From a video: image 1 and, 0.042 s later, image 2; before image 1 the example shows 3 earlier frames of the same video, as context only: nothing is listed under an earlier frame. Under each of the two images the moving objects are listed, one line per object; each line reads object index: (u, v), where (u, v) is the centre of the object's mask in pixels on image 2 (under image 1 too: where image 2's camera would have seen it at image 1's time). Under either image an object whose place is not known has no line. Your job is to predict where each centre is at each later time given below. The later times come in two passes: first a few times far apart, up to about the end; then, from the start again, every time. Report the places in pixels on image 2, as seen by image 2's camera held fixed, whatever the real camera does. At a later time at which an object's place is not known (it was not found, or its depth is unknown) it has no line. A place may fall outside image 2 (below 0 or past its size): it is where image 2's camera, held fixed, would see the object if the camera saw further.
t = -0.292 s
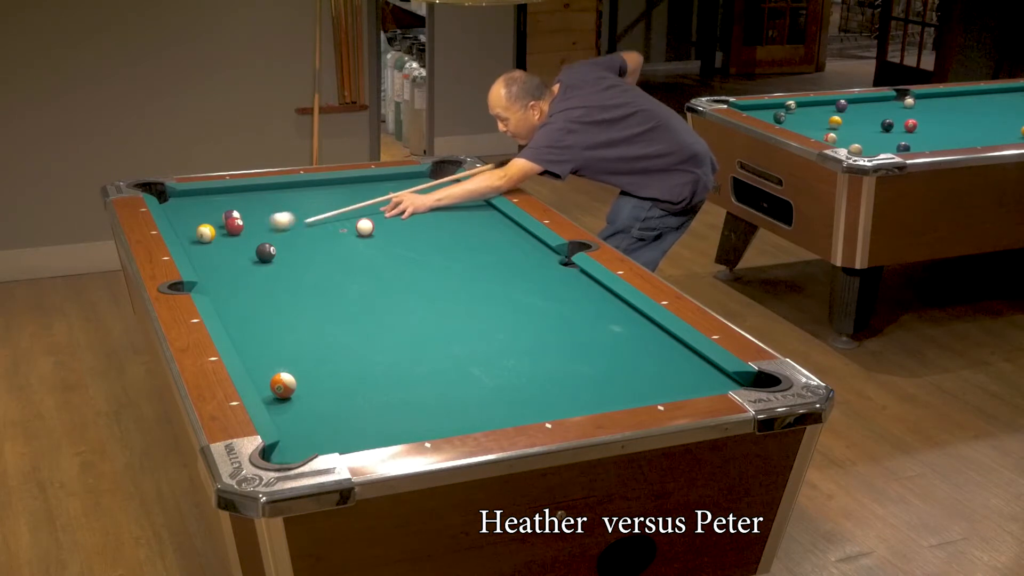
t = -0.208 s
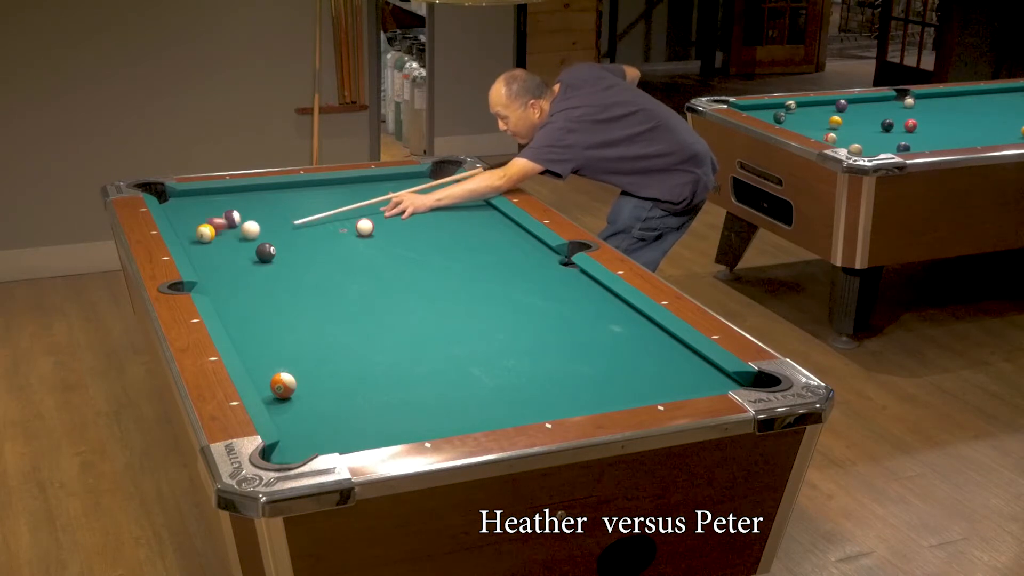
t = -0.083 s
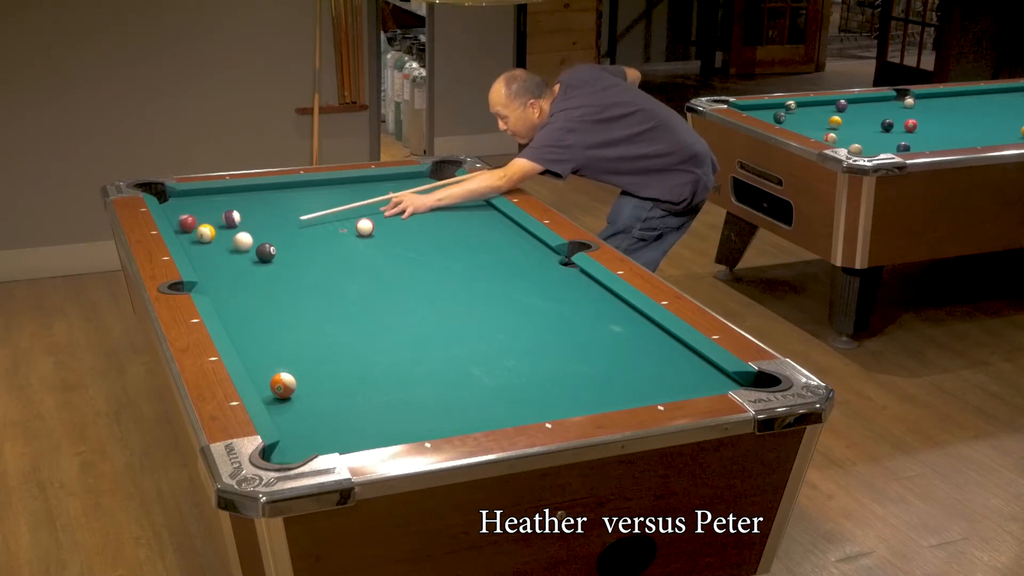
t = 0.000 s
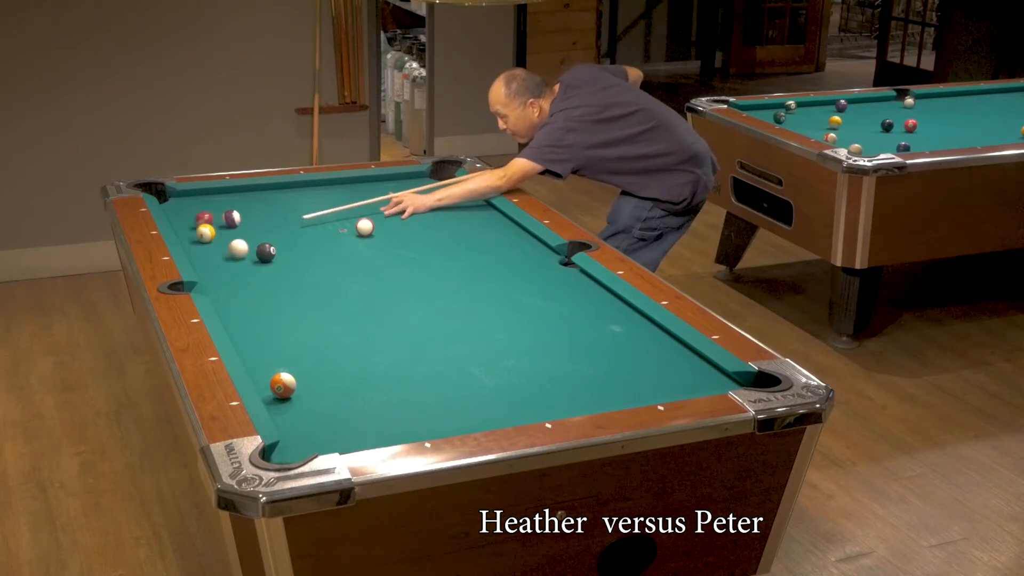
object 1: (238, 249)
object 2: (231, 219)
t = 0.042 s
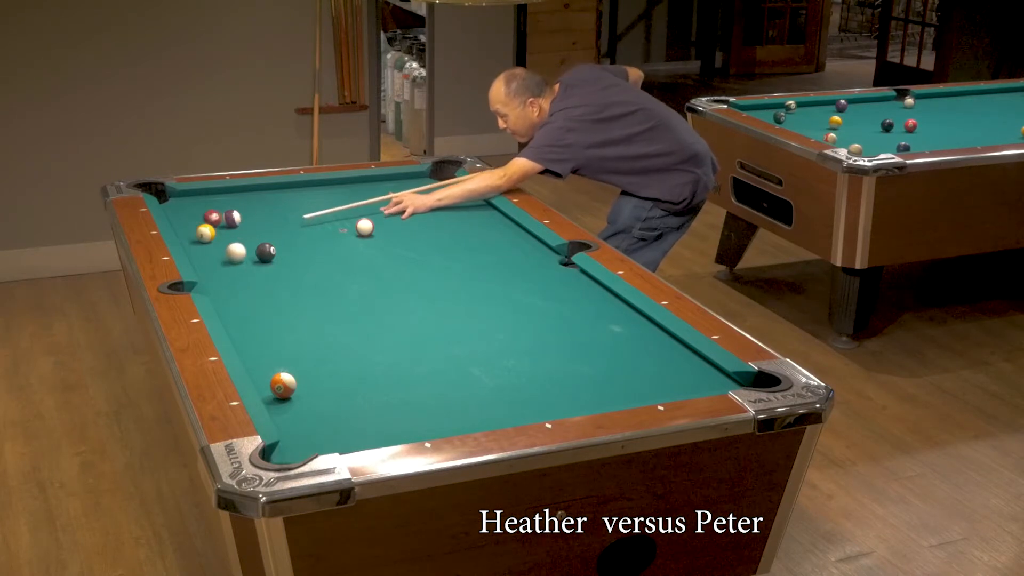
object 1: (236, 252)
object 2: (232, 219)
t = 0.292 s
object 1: (221, 276)
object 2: (259, 218)
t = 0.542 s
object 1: (219, 293)
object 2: (284, 218)
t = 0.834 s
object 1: (263, 282)
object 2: (311, 218)
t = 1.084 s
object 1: (296, 273)
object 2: (332, 218)
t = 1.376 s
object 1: (331, 265)
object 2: (353, 217)
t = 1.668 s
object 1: (363, 257)
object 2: (376, 216)
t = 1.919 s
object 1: (387, 251)
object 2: (389, 218)
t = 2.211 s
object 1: (413, 245)
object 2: (405, 218)
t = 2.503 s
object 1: (436, 239)
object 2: (418, 218)
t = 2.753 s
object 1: (454, 235)
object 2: (427, 218)
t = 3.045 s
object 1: (473, 230)
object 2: (436, 218)
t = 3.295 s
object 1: (487, 227)
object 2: (442, 218)
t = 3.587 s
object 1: (502, 224)
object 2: (446, 218)
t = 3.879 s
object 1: (504, 222)
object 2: (448, 218)
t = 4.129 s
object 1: (497, 222)
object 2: (448, 218)
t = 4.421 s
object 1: (491, 222)
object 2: (447, 218)
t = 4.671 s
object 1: (488, 222)
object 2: (447, 218)
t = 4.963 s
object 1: (486, 222)
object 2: (447, 218)
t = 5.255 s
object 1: (486, 222)
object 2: (447, 218)
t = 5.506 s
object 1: (486, 222)
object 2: (447, 218)
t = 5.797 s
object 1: (486, 222)
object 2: (447, 218)
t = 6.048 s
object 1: (486, 222)
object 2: (447, 218)
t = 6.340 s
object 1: (486, 222)
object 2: (447, 218)
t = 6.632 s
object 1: (486, 222)
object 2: (447, 218)
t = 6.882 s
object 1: (486, 222)
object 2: (447, 218)
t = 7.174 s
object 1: (486, 222)
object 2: (447, 218)
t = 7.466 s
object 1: (486, 222)
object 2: (447, 218)
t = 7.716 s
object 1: (486, 222)
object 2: (447, 218)
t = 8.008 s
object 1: (486, 222)
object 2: (447, 218)
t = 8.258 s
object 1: (486, 222)
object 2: (447, 218)
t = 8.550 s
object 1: (486, 222)
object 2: (447, 218)
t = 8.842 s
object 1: (486, 222)
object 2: (447, 218)
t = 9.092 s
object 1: (486, 222)
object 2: (447, 218)
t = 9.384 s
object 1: (487, 222)
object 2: (447, 218)
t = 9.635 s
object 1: (487, 222)
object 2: (447, 218)
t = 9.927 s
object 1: (487, 222)
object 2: (447, 218)
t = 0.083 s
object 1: (233, 256)
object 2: (237, 218)
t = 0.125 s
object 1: (231, 260)
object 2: (241, 218)
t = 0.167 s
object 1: (229, 264)
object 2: (246, 218)
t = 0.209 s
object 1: (226, 268)
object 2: (250, 218)
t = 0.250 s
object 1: (224, 272)
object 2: (255, 218)
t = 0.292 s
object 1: (221, 276)
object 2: (259, 218)
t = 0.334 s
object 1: (219, 280)
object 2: (264, 218)
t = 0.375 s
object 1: (216, 284)
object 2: (268, 218)
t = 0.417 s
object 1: (214, 288)
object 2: (272, 218)
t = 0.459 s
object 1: (212, 291)
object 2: (276, 218)
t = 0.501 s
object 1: (213, 294)
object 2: (280, 218)
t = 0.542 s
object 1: (219, 293)
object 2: (284, 218)
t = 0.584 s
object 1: (226, 291)
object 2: (289, 218)
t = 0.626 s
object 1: (232, 289)
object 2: (293, 218)
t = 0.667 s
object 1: (239, 288)
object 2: (296, 218)
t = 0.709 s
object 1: (245, 286)
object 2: (300, 218)
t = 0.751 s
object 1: (251, 285)
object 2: (303, 218)
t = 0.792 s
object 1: (257, 284)
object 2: (307, 218)
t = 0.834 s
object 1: (263, 282)
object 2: (311, 218)
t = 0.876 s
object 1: (268, 281)
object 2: (315, 218)
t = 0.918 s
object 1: (274, 279)
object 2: (318, 218)
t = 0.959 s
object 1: (280, 278)
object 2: (322, 218)
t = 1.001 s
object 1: (286, 276)
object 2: (325, 218)
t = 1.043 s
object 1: (291, 275)
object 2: (329, 218)
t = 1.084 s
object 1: (296, 273)
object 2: (332, 218)
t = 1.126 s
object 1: (301, 272)
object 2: (335, 217)
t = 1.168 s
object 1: (307, 271)
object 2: (339, 218)
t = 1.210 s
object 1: (311, 270)
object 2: (342, 218)
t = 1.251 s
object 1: (317, 268)
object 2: (345, 218)
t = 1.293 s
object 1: (322, 267)
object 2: (349, 218)
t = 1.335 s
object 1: (326, 266)
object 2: (351, 218)
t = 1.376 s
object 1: (331, 265)
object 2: (353, 217)
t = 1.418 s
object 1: (336, 264)
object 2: (356, 216)
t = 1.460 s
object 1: (340, 262)
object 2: (359, 215)
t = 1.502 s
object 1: (345, 261)
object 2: (363, 214)
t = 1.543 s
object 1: (350, 260)
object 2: (367, 214)
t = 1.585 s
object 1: (354, 259)
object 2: (370, 215)
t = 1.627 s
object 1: (359, 258)
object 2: (373, 216)
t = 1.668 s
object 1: (363, 257)
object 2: (376, 216)
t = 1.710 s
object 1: (367, 256)
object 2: (378, 217)
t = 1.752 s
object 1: (371, 255)
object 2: (380, 218)
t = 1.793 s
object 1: (375, 254)
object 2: (383, 218)
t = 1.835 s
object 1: (379, 253)
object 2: (385, 218)
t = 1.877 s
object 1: (383, 252)
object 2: (387, 218)
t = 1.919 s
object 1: (387, 251)
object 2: (389, 218)
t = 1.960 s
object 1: (391, 250)
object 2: (392, 218)
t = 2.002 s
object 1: (395, 249)
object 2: (394, 218)
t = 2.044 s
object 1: (399, 248)
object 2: (397, 218)
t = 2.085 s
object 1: (403, 247)
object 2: (399, 218)
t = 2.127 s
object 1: (406, 246)
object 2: (401, 218)
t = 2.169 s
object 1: (410, 246)
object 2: (403, 218)
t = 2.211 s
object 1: (413, 245)
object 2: (405, 218)
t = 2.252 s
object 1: (417, 244)
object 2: (407, 218)
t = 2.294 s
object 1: (420, 243)
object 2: (409, 218)
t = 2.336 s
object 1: (424, 242)
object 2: (411, 218)
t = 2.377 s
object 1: (427, 241)
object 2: (413, 218)
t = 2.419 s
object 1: (430, 241)
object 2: (415, 218)
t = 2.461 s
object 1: (433, 240)
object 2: (416, 218)
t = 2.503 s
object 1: (436, 239)
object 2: (418, 218)
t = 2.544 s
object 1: (439, 238)
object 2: (419, 218)
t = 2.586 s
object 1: (442, 238)
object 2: (421, 218)
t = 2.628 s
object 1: (446, 237)
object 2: (423, 218)
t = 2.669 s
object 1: (449, 236)
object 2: (424, 218)
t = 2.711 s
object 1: (451, 236)
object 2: (426, 218)
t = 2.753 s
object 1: (454, 235)
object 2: (427, 218)
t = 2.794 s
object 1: (457, 234)
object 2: (429, 218)
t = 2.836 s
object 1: (460, 233)
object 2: (430, 218)
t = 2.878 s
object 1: (462, 233)
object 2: (431, 218)
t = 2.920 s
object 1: (465, 232)
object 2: (433, 218)
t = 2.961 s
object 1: (468, 232)
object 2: (434, 218)
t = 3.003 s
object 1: (470, 231)
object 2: (435, 218)
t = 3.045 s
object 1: (473, 230)
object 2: (436, 218)
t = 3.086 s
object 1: (475, 230)
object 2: (437, 218)
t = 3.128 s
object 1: (478, 229)
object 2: (438, 218)
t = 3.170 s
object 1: (480, 229)
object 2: (439, 218)
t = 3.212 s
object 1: (482, 228)
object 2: (440, 218)
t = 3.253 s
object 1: (484, 228)
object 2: (441, 218)
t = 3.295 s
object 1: (487, 227)
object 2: (442, 218)
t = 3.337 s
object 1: (489, 227)
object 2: (443, 218)
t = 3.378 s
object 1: (491, 226)
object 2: (443, 218)
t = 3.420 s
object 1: (493, 226)
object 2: (444, 218)
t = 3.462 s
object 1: (495, 225)
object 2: (444, 218)
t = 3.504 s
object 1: (497, 225)
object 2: (445, 218)
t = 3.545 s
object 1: (499, 224)
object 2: (445, 218)
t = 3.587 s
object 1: (502, 224)
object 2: (446, 218)
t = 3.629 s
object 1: (503, 223)
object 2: (446, 218)
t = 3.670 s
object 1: (505, 223)
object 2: (447, 218)
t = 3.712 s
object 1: (507, 223)
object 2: (447, 218)
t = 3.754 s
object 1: (508, 222)
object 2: (447, 218)
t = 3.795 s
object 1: (507, 222)
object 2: (447, 218)
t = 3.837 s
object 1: (506, 222)
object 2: (448, 218)
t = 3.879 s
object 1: (504, 222)
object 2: (448, 218)
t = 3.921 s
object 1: (503, 222)
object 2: (448, 218)
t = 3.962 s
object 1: (502, 222)
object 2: (448, 218)
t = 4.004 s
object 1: (501, 222)
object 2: (448, 218)
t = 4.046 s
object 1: (500, 222)
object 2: (448, 218)
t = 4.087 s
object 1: (498, 222)
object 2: (448, 218)
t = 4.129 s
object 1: (497, 222)
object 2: (448, 218)
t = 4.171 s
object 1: (496, 222)
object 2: (447, 218)
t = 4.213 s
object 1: (495, 222)
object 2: (447, 218)
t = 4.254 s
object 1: (495, 222)
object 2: (447, 218)
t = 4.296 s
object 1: (494, 222)
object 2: (447, 218)
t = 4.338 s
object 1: (493, 222)
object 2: (447, 218)
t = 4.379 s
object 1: (492, 222)
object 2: (447, 218)
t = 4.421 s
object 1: (491, 222)
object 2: (447, 218)
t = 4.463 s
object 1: (491, 222)
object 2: (447, 218)
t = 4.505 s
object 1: (490, 222)
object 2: (447, 218)
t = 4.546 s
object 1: (490, 222)
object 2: (447, 218)
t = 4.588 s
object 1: (489, 222)
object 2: (447, 218)
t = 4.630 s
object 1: (489, 222)
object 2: (447, 218)
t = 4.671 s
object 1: (488, 222)
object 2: (447, 218)
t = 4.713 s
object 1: (488, 222)
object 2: (447, 218)
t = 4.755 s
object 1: (488, 222)
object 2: (447, 218)
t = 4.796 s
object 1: (487, 222)
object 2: (447, 218)
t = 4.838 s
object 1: (487, 222)
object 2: (447, 218)
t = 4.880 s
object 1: (487, 222)
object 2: (447, 218)
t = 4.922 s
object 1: (486, 222)
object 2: (447, 218)
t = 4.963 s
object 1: (486, 222)
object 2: (447, 218)
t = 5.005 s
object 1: (486, 222)
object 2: (447, 218)
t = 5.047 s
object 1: (486, 222)
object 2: (447, 218)
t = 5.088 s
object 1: (486, 222)
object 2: (447, 218)
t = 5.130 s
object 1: (486, 222)
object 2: (447, 218)
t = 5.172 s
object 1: (486, 222)
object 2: (447, 218)
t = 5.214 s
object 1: (486, 222)
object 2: (447, 218)
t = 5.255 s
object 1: (486, 222)
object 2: (447, 218)
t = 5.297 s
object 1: (486, 222)
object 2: (447, 218)
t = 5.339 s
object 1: (486, 222)
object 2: (447, 218)
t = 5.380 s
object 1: (486, 222)
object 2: (447, 218)
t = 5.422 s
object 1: (486, 222)
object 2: (447, 218)
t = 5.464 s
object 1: (486, 222)
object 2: (447, 218)
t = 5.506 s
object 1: (486, 222)
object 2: (447, 218)
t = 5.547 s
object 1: (486, 222)
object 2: (447, 218)
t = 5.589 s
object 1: (486, 222)
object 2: (447, 218)
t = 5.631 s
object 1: (486, 222)
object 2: (447, 218)
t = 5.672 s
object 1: (486, 222)
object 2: (447, 218)
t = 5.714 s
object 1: (486, 222)
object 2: (447, 218)
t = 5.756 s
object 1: (486, 222)
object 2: (447, 218)
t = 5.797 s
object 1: (486, 222)
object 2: (447, 218)
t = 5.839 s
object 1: (486, 222)
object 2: (447, 218)
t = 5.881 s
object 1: (486, 222)
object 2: (447, 218)
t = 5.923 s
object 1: (486, 222)
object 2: (447, 218)
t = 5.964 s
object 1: (486, 222)
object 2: (447, 218)
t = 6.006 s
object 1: (486, 222)
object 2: (447, 218)
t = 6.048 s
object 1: (486, 222)
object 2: (447, 218)
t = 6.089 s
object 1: (486, 222)
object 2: (447, 218)
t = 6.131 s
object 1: (486, 222)
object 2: (447, 218)
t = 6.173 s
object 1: (486, 222)
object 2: (447, 218)
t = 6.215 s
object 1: (486, 222)
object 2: (447, 218)
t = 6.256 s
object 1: (486, 222)
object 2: (447, 218)
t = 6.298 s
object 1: (486, 222)
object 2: (447, 218)
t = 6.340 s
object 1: (486, 222)
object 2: (447, 218)
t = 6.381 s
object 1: (486, 222)
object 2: (447, 218)
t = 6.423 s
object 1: (486, 222)
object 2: (447, 218)
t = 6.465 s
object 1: (486, 222)
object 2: (447, 218)
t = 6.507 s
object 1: (486, 222)
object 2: (447, 218)
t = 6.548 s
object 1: (486, 222)
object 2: (447, 218)
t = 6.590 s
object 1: (486, 222)
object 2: (447, 218)
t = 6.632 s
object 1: (486, 222)
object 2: (447, 218)
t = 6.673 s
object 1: (486, 222)
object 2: (447, 218)
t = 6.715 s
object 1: (486, 222)
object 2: (447, 218)
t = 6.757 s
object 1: (486, 222)
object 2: (447, 218)
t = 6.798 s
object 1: (486, 222)
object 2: (447, 218)
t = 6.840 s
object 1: (486, 222)
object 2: (447, 218)
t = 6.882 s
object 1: (486, 222)
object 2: (447, 218)
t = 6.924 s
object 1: (486, 222)
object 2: (447, 218)
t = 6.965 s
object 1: (486, 222)
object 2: (447, 218)
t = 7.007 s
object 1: (486, 222)
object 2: (447, 218)
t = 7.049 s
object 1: (486, 222)
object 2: (447, 218)
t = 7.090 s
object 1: (486, 222)
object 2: (447, 218)
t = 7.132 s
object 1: (486, 222)
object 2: (447, 218)
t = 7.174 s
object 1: (486, 222)
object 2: (447, 218)
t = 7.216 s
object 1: (486, 222)
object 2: (447, 218)
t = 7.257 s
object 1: (486, 222)
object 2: (447, 218)
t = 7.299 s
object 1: (486, 222)
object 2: (447, 218)
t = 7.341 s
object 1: (486, 222)
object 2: (447, 218)
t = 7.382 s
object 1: (486, 222)
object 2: (447, 218)
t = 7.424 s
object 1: (486, 222)
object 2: (447, 218)
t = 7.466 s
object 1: (486, 222)
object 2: (447, 218)
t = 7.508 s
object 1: (486, 222)
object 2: (447, 218)
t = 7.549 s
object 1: (486, 222)
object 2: (447, 218)
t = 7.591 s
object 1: (486, 222)
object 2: (447, 218)
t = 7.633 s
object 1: (486, 222)
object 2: (447, 218)
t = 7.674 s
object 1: (486, 222)
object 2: (447, 218)
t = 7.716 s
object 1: (486, 222)
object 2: (447, 218)
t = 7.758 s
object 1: (486, 222)
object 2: (447, 218)
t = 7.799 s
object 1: (486, 222)
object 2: (447, 218)
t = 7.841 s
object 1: (486, 222)
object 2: (447, 218)
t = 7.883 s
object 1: (486, 222)
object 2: (447, 218)
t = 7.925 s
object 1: (486, 222)
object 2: (447, 218)
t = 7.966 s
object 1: (486, 222)
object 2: (447, 218)
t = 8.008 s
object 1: (486, 222)
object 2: (447, 218)
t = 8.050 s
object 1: (486, 222)
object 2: (447, 218)
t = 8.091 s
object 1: (486, 222)
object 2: (447, 218)
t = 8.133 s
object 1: (486, 222)
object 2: (447, 218)
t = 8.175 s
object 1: (486, 222)
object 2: (447, 218)
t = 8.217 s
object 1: (487, 222)
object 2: (447, 218)
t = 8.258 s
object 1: (486, 222)
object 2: (447, 218)
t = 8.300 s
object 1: (486, 222)
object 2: (447, 218)
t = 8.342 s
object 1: (486, 222)
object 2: (447, 218)
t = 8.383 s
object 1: (486, 222)
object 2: (447, 218)
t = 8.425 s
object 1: (486, 222)
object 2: (447, 218)
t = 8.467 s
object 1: (486, 222)
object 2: (447, 218)
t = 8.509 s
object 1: (486, 222)
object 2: (447, 218)
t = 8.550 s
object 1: (486, 222)
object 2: (447, 218)
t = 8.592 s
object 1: (486, 222)
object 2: (447, 218)
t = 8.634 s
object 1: (486, 222)
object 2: (447, 218)
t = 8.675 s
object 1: (486, 222)
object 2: (447, 218)
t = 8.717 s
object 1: (486, 222)
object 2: (447, 218)
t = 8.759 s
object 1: (486, 222)
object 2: (447, 218)
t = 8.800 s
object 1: (486, 222)
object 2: (447, 218)
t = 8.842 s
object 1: (486, 222)
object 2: (447, 218)
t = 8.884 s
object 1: (487, 222)
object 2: (447, 218)
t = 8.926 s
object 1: (486, 222)
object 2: (447, 218)
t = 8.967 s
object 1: (486, 222)
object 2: (447, 218)
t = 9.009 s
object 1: (486, 222)
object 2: (447, 218)
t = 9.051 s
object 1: (487, 222)
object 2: (447, 218)
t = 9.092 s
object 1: (486, 222)
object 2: (447, 218)
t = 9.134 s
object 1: (486, 222)
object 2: (447, 218)
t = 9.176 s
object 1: (486, 222)
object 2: (447, 218)
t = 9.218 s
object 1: (487, 222)
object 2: (447, 218)
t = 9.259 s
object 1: (487, 222)
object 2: (447, 218)
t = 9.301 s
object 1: (487, 222)
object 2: (447, 218)
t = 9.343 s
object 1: (487, 222)
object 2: (447, 218)
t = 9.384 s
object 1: (487, 222)
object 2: (447, 218)
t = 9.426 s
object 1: (487, 222)
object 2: (447, 218)
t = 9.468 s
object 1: (487, 222)
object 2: (447, 218)
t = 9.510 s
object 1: (487, 222)
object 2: (447, 218)
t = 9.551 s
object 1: (487, 222)
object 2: (447, 218)
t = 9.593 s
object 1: (487, 222)
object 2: (447, 218)
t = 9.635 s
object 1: (487, 222)
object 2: (447, 218)
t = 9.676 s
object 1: (487, 222)
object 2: (447, 218)
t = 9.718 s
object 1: (487, 222)
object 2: (447, 218)
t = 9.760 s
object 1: (487, 222)
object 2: (447, 218)
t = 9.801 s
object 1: (487, 222)
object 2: (447, 218)
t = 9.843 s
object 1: (487, 222)
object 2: (447, 218)
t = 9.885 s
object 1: (487, 222)
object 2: (447, 218)
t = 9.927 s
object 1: (487, 222)
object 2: (447, 218)
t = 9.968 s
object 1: (487, 222)
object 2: (447, 218)
